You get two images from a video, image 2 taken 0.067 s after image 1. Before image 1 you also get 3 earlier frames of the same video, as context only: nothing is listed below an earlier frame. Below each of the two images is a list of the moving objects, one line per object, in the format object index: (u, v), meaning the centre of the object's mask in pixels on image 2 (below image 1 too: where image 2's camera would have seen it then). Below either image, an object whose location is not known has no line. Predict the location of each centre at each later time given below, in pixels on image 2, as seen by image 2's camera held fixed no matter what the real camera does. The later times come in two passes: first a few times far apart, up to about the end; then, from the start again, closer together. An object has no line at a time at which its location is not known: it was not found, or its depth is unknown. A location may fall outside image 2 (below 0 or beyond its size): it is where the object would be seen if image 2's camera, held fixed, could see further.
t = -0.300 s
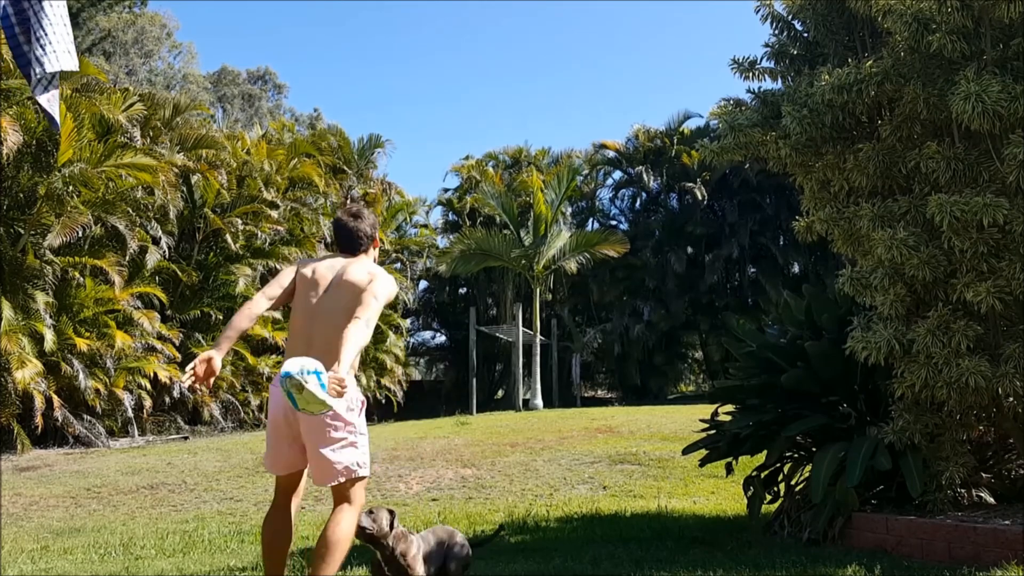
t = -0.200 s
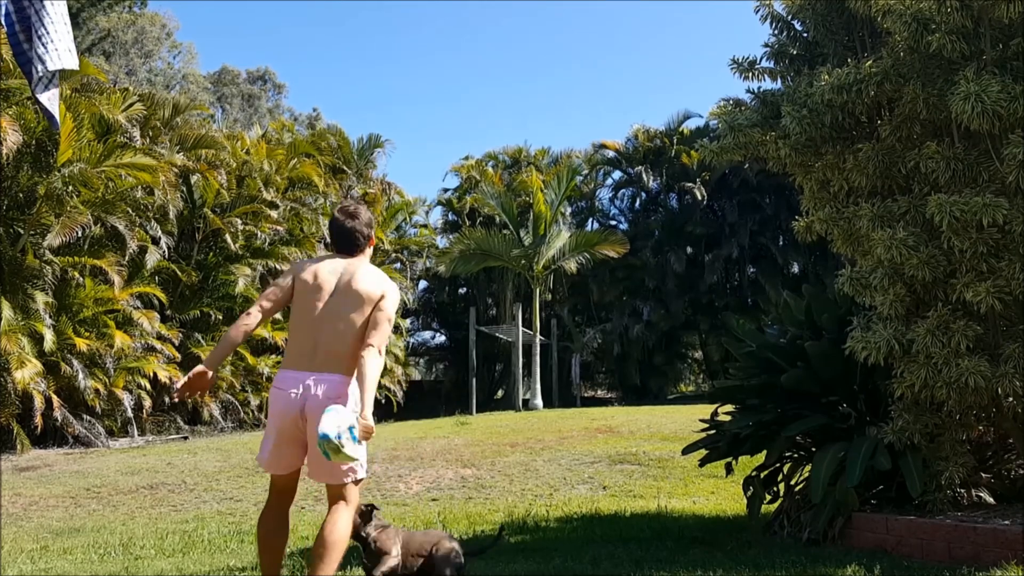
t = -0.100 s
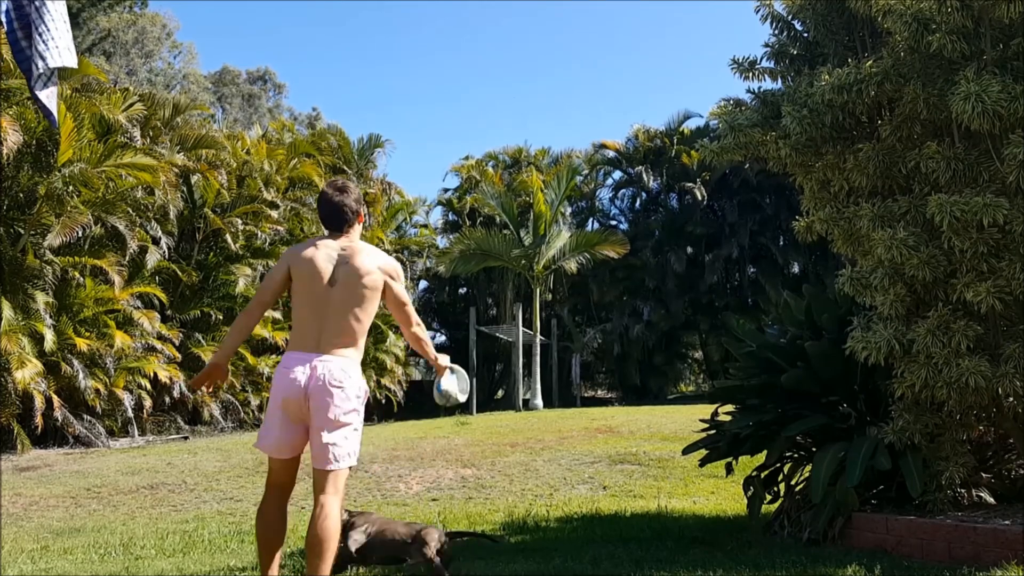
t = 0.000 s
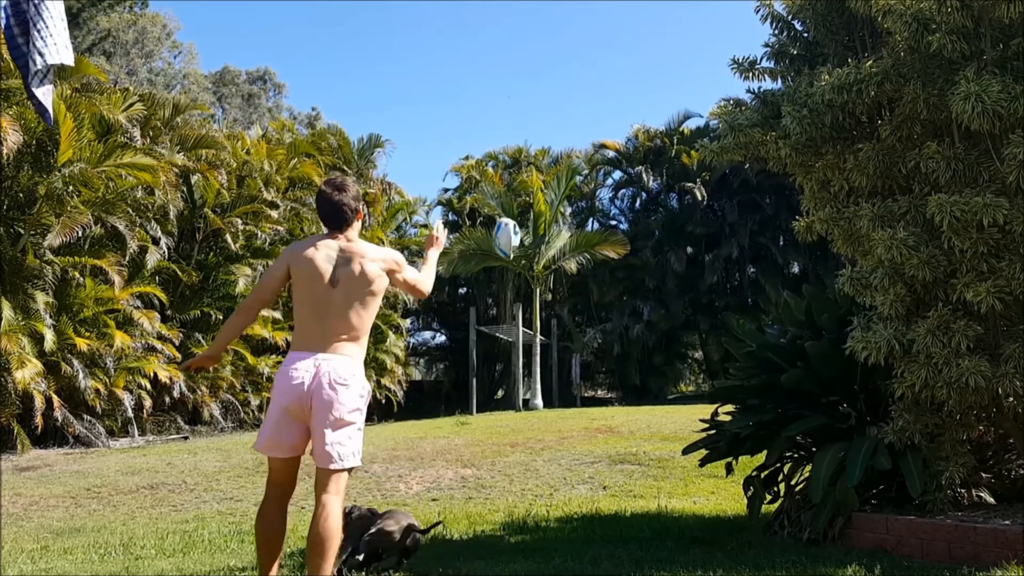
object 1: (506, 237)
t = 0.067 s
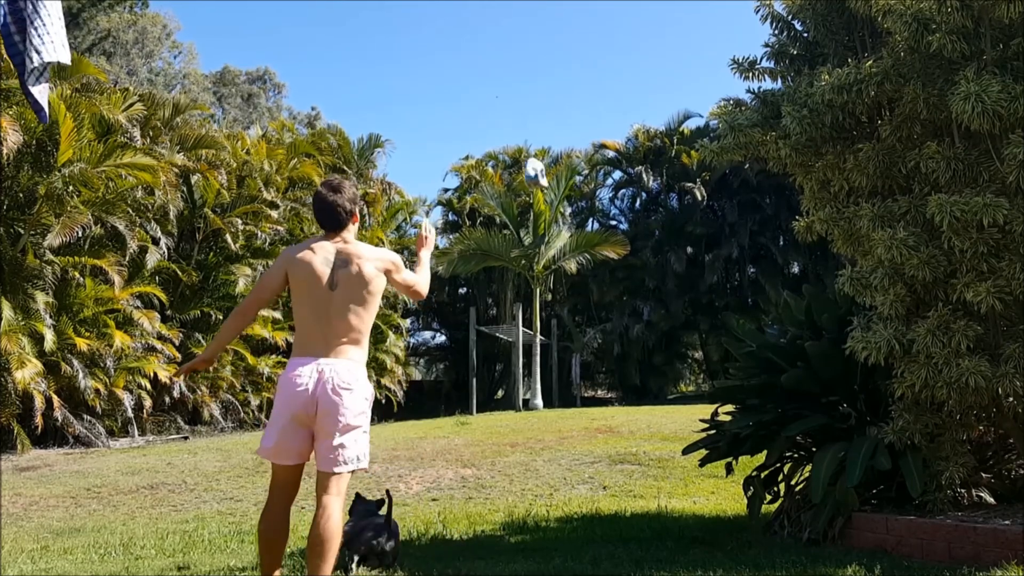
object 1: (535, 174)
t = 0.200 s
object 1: (581, 95)
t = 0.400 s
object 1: (624, 47)
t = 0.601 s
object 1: (652, 48)
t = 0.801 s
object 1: (672, 78)
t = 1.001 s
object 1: (687, 124)
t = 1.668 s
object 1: (723, 374)
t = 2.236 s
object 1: (703, 403)
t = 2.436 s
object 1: (699, 403)
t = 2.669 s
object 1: (696, 403)
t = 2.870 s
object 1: (697, 403)
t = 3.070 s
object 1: (700, 404)
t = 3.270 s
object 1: (700, 404)
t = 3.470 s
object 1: (700, 404)
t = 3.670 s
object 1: (700, 404)
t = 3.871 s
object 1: (706, 405)
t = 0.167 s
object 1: (572, 110)
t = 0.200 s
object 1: (581, 95)
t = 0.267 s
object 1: (596, 71)
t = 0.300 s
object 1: (604, 63)
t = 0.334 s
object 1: (611, 55)
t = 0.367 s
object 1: (618, 51)
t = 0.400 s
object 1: (624, 47)
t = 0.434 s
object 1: (629, 44)
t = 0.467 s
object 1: (635, 42)
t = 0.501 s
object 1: (638, 41)
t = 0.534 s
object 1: (643, 44)
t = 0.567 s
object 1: (647, 45)
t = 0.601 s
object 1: (652, 48)
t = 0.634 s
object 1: (656, 51)
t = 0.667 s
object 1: (659, 54)
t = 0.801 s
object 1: (672, 78)
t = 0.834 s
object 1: (675, 84)
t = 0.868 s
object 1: (678, 93)
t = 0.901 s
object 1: (681, 100)
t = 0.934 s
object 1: (683, 108)
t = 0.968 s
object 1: (686, 115)
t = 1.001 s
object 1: (687, 124)
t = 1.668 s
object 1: (723, 374)
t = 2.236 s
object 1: (703, 403)
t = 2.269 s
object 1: (702, 404)
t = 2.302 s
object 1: (702, 404)
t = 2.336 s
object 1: (701, 403)
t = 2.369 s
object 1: (700, 403)
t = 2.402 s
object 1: (699, 403)
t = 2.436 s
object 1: (699, 403)
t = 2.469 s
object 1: (698, 403)
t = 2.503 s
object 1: (698, 403)
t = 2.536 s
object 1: (697, 403)
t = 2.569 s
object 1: (697, 403)
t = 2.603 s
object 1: (696, 403)
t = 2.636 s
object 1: (696, 403)
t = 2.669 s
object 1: (696, 403)
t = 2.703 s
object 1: (696, 403)
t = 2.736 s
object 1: (696, 403)
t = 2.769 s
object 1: (696, 403)
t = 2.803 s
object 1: (696, 403)
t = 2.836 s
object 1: (696, 403)
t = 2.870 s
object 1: (697, 403)
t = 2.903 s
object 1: (698, 403)
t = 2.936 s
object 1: (698, 403)
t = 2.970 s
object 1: (699, 404)
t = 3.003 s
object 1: (700, 404)
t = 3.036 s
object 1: (700, 404)
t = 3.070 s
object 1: (700, 404)
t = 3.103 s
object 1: (700, 404)
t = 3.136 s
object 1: (700, 404)
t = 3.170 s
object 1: (700, 404)
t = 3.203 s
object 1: (700, 404)
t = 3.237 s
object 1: (700, 404)
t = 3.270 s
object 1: (700, 404)
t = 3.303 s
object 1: (700, 404)
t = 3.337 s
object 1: (700, 404)
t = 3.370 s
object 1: (700, 404)
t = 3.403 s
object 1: (700, 404)
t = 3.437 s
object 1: (700, 404)
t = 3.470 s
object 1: (700, 404)
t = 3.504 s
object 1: (701, 404)
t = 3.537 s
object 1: (700, 404)
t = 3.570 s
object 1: (701, 404)
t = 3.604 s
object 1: (700, 404)
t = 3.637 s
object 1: (700, 404)
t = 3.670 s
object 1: (700, 404)
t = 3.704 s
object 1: (700, 404)
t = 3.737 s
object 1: (701, 405)
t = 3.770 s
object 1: (703, 405)
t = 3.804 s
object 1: (705, 404)
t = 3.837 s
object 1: (706, 405)
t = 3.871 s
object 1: (706, 405)
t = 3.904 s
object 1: (708, 405)
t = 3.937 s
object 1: (711, 406)
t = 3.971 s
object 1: (719, 403)
